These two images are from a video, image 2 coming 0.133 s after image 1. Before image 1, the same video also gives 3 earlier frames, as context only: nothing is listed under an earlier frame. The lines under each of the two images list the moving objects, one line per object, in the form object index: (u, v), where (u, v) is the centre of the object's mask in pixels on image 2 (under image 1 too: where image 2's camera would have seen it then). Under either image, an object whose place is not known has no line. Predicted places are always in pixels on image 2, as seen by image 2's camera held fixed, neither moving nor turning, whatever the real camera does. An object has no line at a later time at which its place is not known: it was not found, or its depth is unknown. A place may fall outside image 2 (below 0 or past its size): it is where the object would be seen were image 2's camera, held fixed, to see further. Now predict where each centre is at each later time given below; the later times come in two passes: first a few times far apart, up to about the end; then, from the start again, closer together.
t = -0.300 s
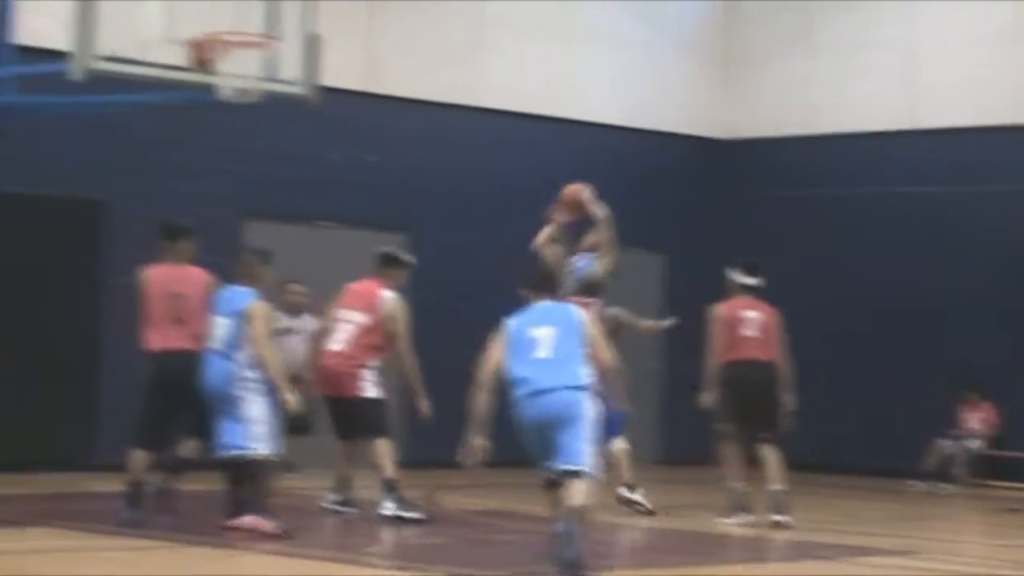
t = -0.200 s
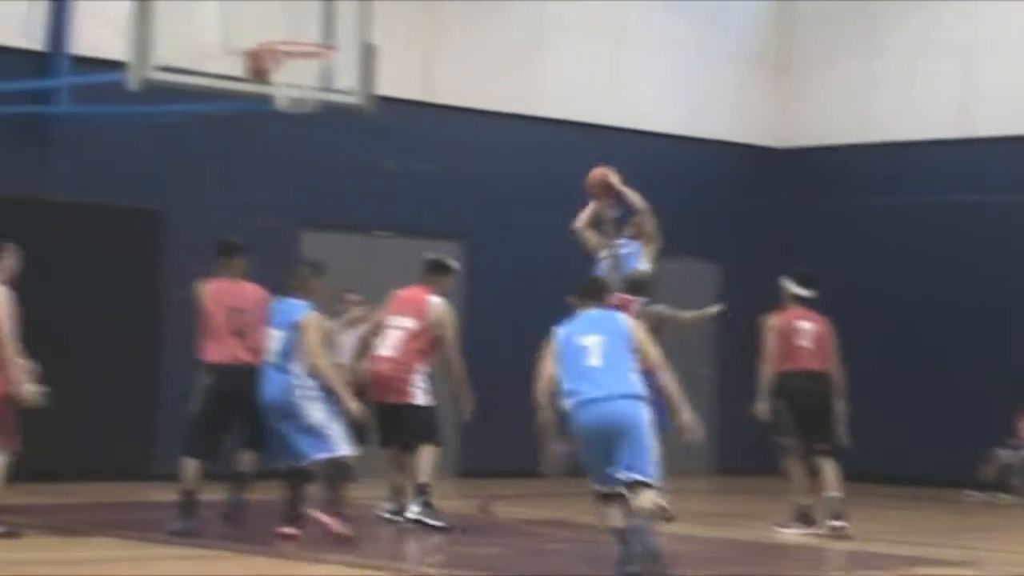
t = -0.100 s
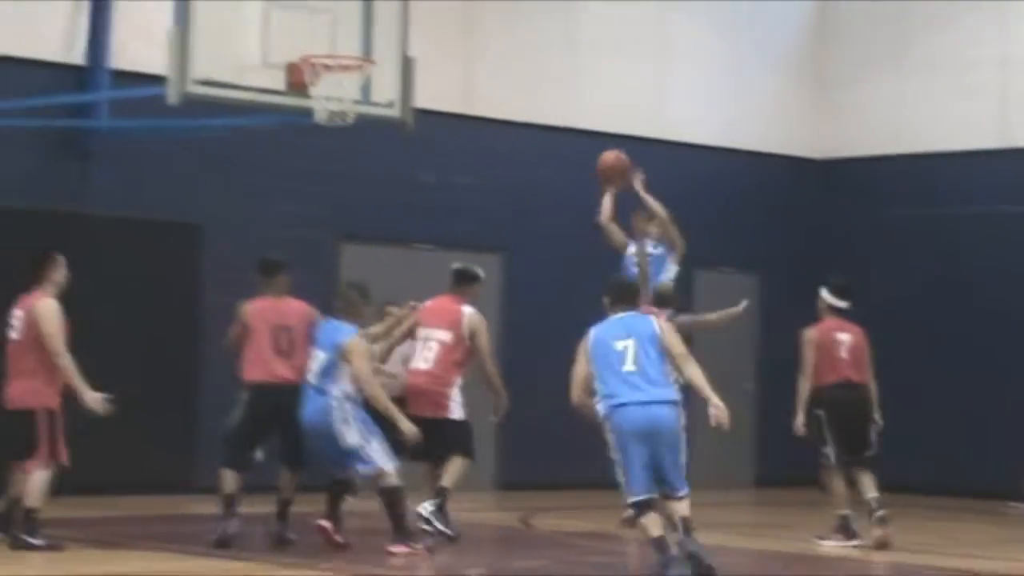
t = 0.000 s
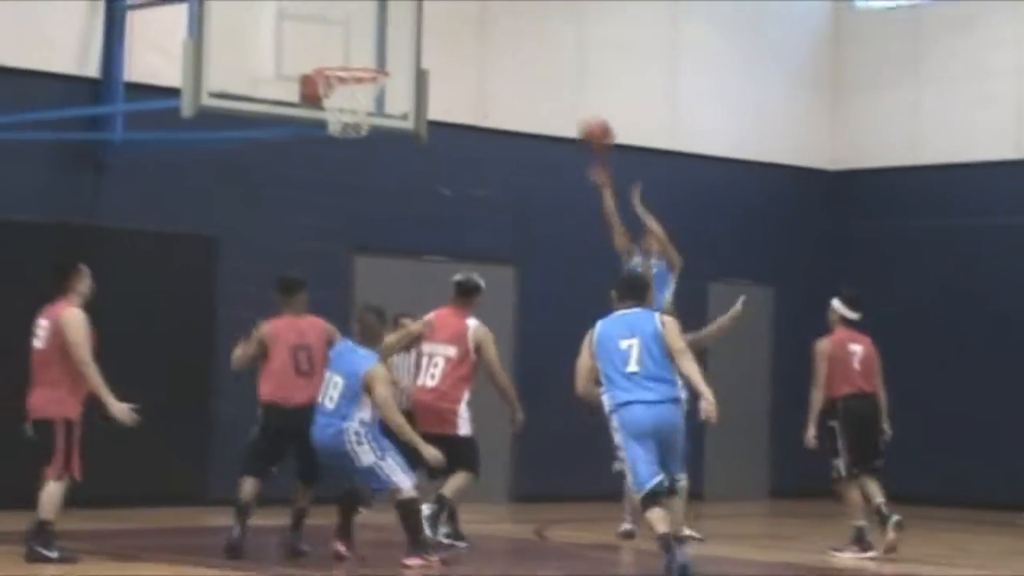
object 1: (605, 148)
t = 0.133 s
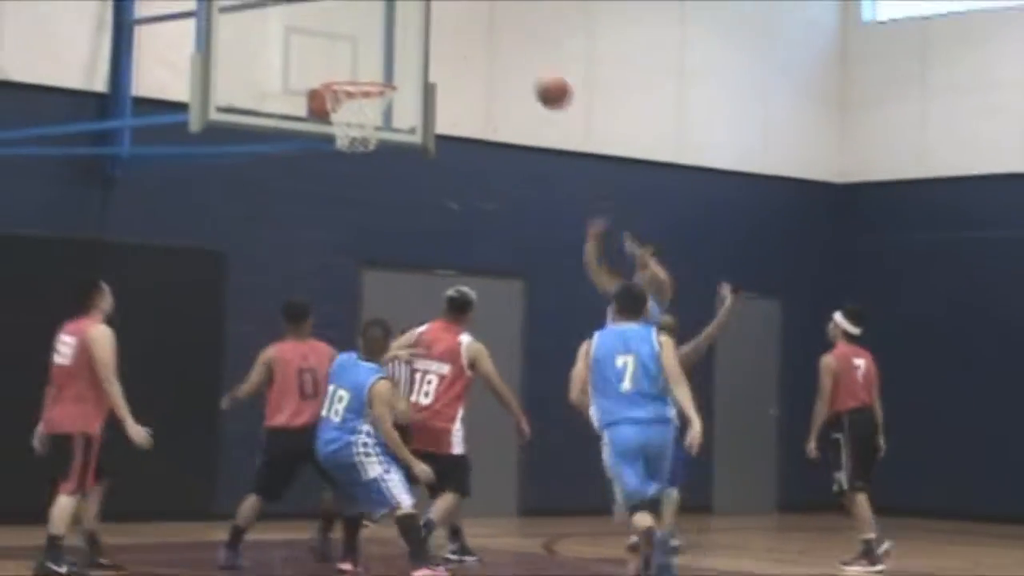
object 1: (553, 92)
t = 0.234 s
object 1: (514, 66)
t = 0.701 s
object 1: (354, 83)
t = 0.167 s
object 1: (541, 82)
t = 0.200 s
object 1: (527, 73)
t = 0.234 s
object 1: (514, 66)
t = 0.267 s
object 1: (501, 59)
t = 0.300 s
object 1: (487, 54)
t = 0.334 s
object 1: (473, 50)
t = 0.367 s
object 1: (459, 48)
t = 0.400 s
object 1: (445, 49)
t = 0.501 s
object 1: (401, 57)
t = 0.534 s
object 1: (385, 63)
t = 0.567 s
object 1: (370, 69)
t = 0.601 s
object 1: (357, 70)
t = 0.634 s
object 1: (345, 72)
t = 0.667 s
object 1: (341, 73)
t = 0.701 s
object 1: (354, 83)
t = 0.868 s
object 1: (371, 107)
